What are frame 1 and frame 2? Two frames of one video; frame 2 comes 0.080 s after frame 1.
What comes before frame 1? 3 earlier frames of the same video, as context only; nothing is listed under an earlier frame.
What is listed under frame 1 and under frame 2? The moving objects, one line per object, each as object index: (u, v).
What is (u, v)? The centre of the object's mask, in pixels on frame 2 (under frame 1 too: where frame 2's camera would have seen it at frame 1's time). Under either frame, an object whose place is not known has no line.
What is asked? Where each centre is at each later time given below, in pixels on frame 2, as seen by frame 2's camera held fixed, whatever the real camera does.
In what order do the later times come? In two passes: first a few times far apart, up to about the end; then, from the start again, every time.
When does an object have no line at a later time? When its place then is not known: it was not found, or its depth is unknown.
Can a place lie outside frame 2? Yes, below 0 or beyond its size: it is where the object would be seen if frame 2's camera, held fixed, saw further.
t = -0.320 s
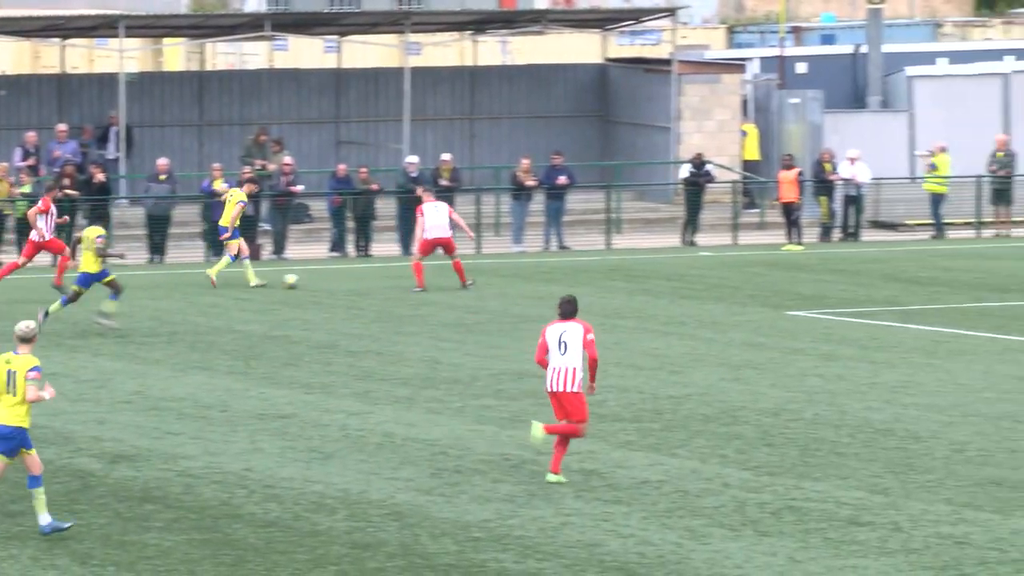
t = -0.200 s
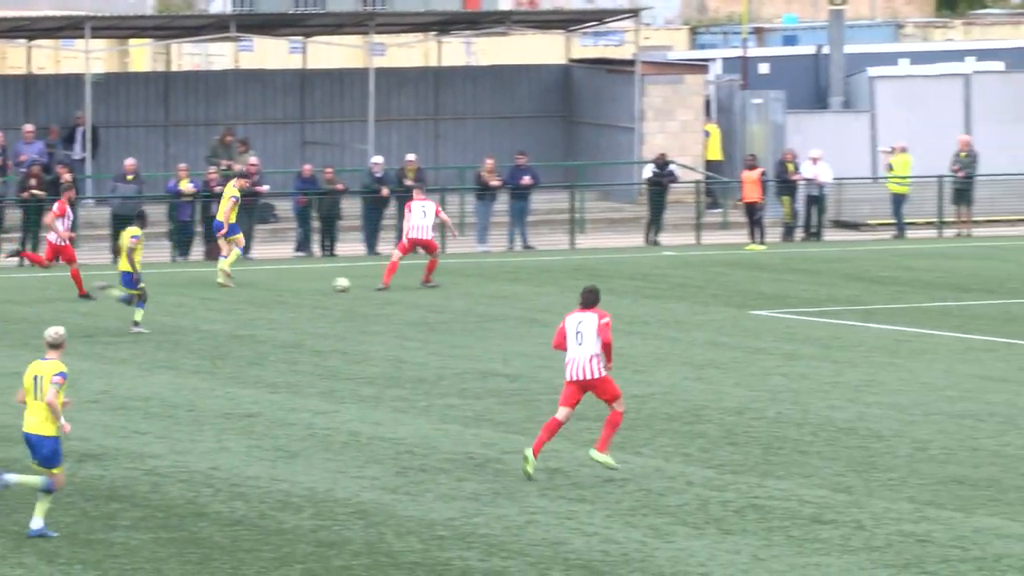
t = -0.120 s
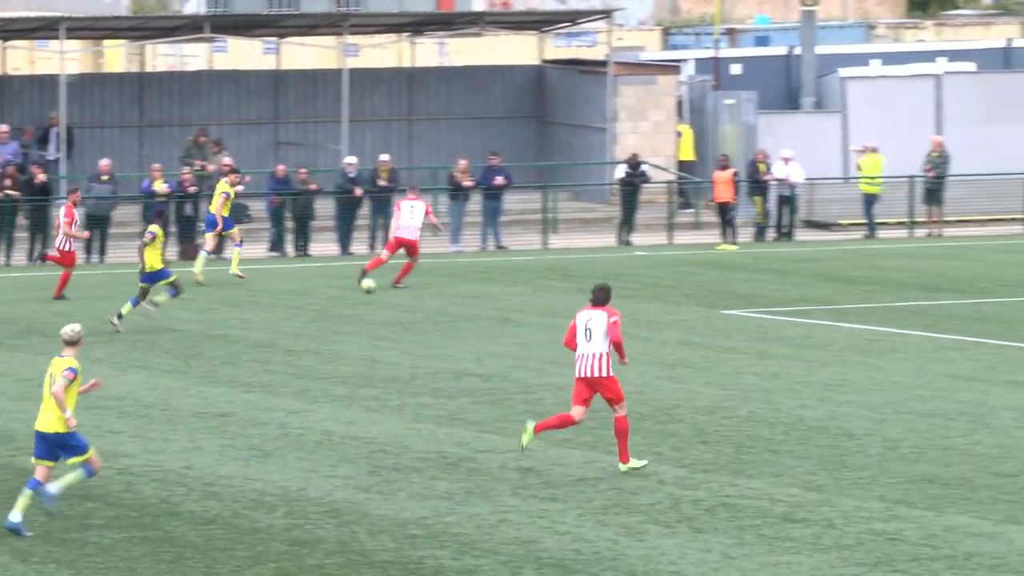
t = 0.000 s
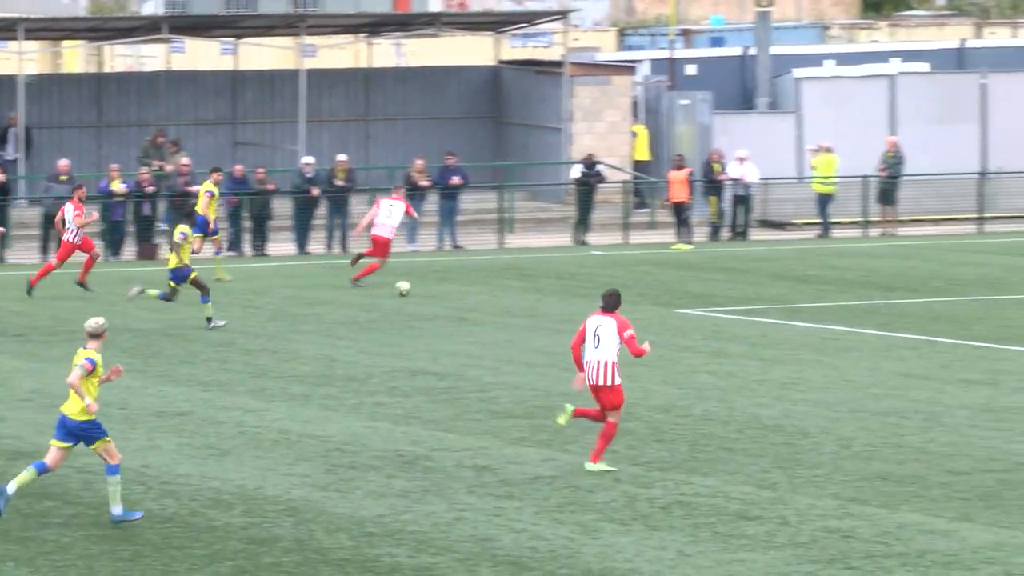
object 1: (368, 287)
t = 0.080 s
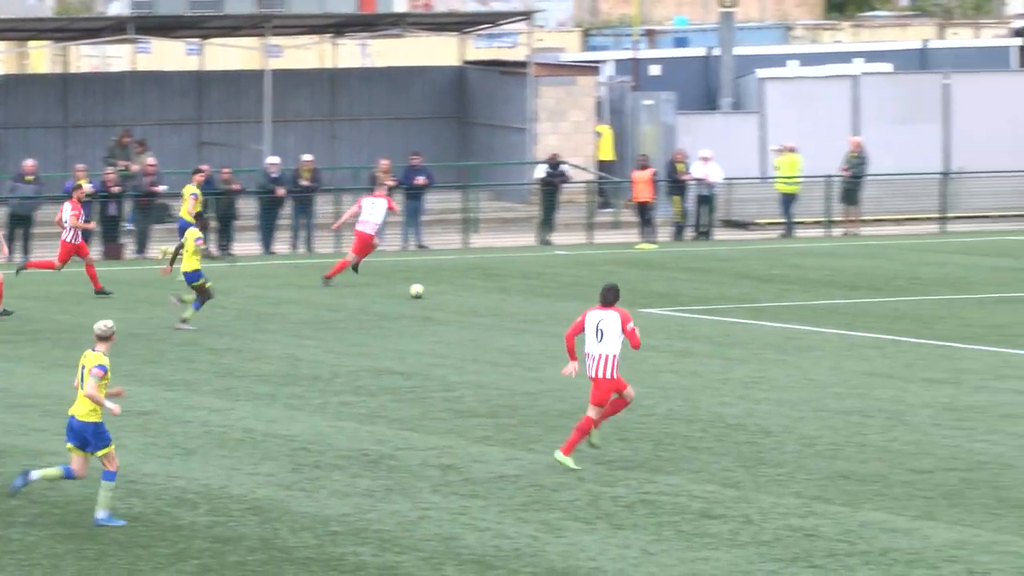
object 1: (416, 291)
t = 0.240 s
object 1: (509, 296)
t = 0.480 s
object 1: (635, 301)
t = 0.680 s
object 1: (725, 303)
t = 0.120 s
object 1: (440, 291)
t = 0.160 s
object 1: (463, 292)
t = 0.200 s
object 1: (487, 294)
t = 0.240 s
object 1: (509, 296)
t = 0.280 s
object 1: (531, 296)
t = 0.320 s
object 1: (553, 297)
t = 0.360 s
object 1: (574, 298)
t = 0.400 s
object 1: (594, 298)
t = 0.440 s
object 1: (615, 298)
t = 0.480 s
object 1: (635, 301)
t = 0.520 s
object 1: (655, 302)
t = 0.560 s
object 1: (673, 301)
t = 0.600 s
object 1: (691, 301)
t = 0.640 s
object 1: (708, 303)
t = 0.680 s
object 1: (725, 303)
